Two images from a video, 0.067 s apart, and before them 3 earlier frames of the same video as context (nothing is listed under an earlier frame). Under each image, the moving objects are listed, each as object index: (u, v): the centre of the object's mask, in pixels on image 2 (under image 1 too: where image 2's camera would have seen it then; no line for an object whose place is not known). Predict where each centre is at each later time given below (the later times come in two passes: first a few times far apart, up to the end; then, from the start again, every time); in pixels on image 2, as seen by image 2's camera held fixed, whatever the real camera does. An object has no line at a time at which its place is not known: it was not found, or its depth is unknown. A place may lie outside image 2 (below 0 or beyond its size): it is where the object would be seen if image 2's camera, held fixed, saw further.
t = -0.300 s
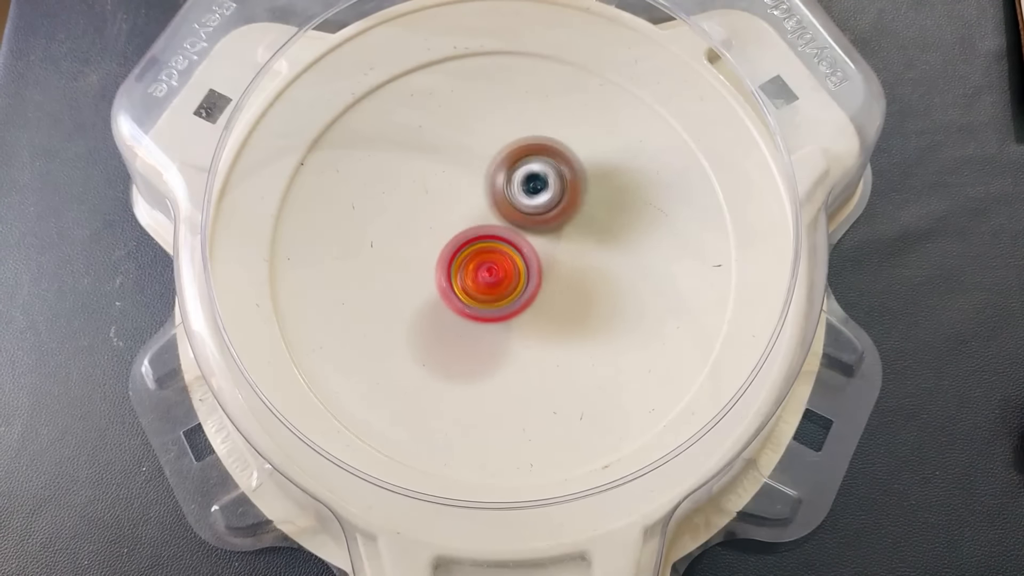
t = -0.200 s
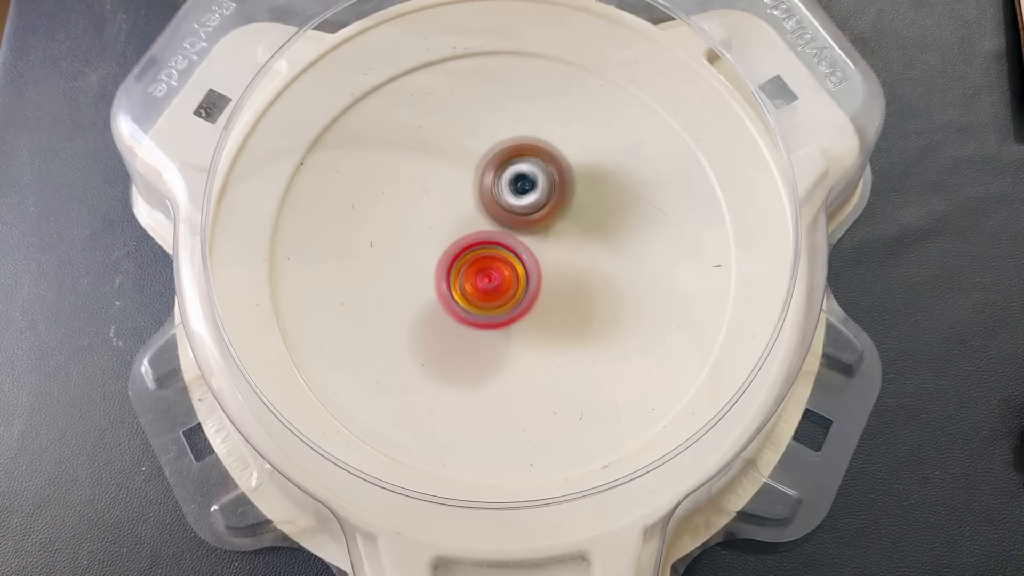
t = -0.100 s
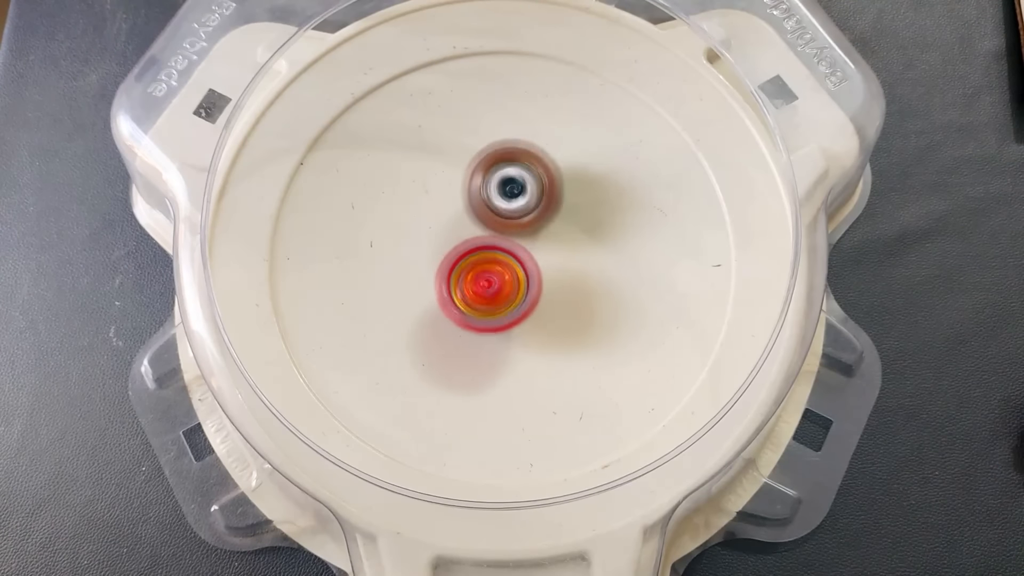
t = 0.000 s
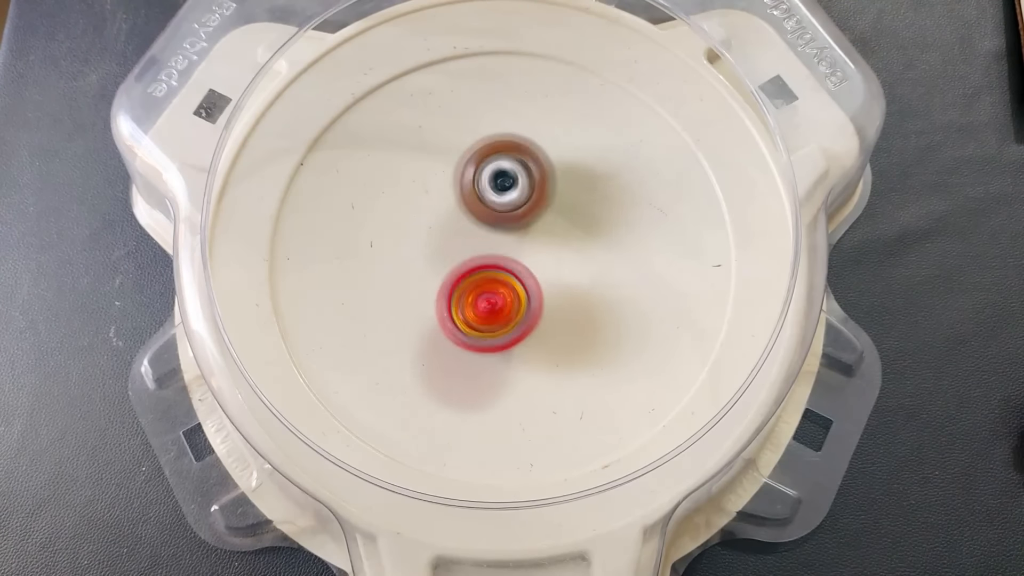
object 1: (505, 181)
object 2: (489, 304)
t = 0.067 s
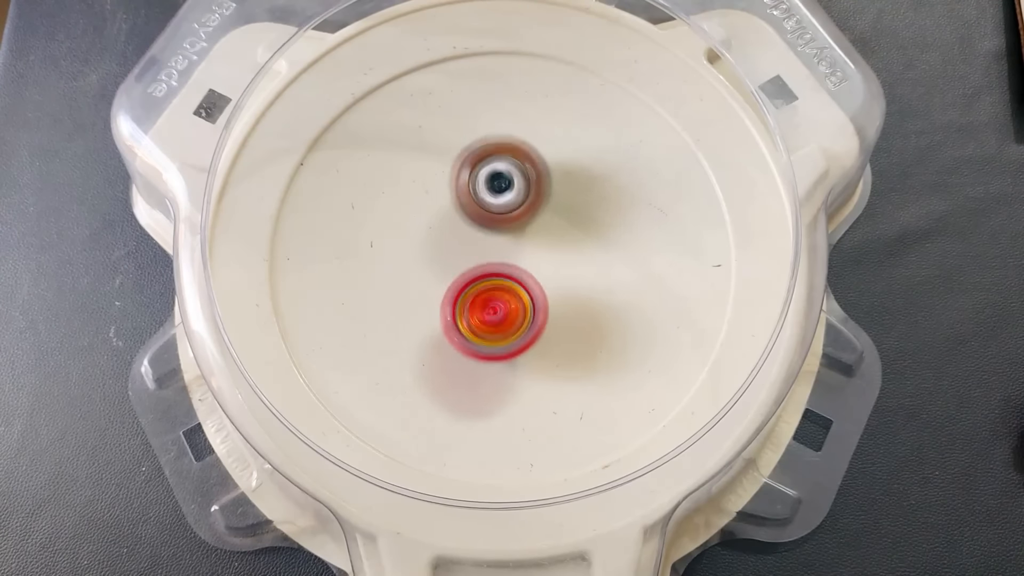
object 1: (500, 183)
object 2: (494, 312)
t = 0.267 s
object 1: (479, 199)
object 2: (520, 294)
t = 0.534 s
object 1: (457, 225)
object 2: (533, 295)
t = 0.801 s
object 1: (448, 240)
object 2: (557, 276)
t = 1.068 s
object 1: (442, 255)
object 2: (583, 248)
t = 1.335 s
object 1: (453, 267)
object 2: (564, 227)
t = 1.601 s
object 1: (434, 293)
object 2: (604, 201)
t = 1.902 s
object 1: (435, 297)
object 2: (575, 185)
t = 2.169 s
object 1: (459, 294)
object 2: (531, 205)
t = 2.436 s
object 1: (469, 286)
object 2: (547, 206)
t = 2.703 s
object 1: (456, 289)
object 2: (563, 192)
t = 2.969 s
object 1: (456, 284)
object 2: (542, 197)
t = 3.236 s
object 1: (456, 278)
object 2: (539, 208)
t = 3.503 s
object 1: (455, 275)
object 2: (545, 216)
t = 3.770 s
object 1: (457, 274)
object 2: (550, 217)
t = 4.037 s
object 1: (452, 277)
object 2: (554, 208)
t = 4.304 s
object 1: (457, 275)
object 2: (554, 210)
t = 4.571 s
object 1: (460, 273)
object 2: (554, 211)
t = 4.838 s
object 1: (461, 271)
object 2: (550, 213)
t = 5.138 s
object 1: (463, 273)
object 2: (552, 215)
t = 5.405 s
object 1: (460, 271)
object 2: (553, 215)
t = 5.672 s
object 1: (458, 271)
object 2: (554, 219)
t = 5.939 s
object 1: (459, 272)
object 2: (552, 223)
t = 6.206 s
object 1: (437, 286)
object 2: (588, 202)
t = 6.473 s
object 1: (439, 286)
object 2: (568, 202)
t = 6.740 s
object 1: (447, 272)
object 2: (545, 224)
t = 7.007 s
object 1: (438, 268)
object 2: (555, 231)
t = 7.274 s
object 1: (439, 263)
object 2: (539, 223)
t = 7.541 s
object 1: (443, 264)
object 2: (544, 228)
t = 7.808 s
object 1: (432, 266)
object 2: (562, 220)
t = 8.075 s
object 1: (427, 268)
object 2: (567, 227)
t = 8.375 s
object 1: (440, 260)
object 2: (549, 228)
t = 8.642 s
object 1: (426, 253)
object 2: (561, 216)
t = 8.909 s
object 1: (432, 247)
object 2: (541, 217)
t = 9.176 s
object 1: (426, 239)
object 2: (535, 228)
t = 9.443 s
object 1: (429, 236)
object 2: (537, 235)
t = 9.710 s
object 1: (430, 235)
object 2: (546, 245)
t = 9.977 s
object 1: (435, 232)
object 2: (543, 253)
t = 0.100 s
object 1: (498, 185)
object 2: (497, 311)
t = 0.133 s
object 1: (494, 187)
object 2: (502, 309)
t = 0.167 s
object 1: (489, 190)
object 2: (508, 306)
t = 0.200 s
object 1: (485, 193)
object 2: (512, 303)
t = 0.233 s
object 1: (482, 196)
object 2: (516, 299)
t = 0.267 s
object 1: (479, 199)
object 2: (520, 294)
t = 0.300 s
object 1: (474, 203)
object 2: (525, 291)
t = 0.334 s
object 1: (471, 207)
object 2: (529, 290)
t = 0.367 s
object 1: (469, 210)
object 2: (531, 290)
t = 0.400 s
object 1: (466, 213)
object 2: (533, 291)
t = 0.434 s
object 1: (463, 216)
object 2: (533, 291)
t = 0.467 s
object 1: (461, 221)
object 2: (532, 292)
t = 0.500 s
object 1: (458, 223)
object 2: (533, 294)
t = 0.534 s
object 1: (457, 225)
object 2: (533, 295)
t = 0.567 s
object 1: (455, 227)
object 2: (531, 295)
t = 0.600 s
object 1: (453, 229)
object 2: (530, 294)
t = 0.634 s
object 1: (450, 230)
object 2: (535, 293)
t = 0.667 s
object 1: (451, 231)
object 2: (540, 290)
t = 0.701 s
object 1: (452, 234)
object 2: (543, 285)
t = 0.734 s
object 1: (447, 235)
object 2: (549, 283)
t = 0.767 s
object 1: (447, 237)
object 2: (554, 281)
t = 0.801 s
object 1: (448, 240)
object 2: (557, 276)
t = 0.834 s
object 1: (449, 242)
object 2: (559, 270)
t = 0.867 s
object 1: (450, 246)
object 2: (560, 265)
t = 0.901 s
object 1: (450, 249)
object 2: (559, 260)
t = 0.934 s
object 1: (451, 253)
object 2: (558, 256)
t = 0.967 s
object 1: (443, 255)
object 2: (567, 255)
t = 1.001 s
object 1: (441, 255)
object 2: (576, 253)
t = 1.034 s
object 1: (442, 255)
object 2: (581, 251)
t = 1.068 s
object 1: (442, 255)
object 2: (583, 248)
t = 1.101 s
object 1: (443, 257)
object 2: (583, 245)
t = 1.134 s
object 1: (444, 258)
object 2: (582, 243)
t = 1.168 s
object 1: (446, 259)
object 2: (579, 240)
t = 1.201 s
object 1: (448, 259)
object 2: (575, 238)
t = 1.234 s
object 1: (451, 260)
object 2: (570, 236)
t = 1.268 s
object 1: (453, 261)
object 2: (565, 234)
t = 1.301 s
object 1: (456, 262)
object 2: (559, 232)
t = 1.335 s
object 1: (453, 267)
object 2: (564, 227)
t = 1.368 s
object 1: (455, 267)
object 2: (568, 223)
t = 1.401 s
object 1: (455, 268)
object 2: (570, 221)
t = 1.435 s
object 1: (457, 269)
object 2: (570, 221)
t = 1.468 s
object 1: (460, 270)
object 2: (568, 222)
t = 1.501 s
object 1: (463, 270)
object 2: (564, 224)
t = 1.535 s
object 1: (466, 272)
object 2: (563, 226)
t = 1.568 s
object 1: (447, 286)
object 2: (586, 213)
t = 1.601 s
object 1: (434, 293)
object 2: (604, 201)
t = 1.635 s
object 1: (426, 297)
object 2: (616, 192)
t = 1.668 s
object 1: (424, 297)
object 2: (622, 187)
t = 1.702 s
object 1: (423, 297)
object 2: (622, 185)
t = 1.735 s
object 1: (424, 297)
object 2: (616, 184)
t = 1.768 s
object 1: (426, 298)
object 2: (608, 182)
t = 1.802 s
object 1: (428, 298)
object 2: (600, 182)
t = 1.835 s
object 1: (430, 298)
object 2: (591, 182)
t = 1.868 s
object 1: (433, 297)
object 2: (583, 184)
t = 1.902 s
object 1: (435, 297)
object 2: (575, 185)
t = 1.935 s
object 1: (438, 297)
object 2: (568, 188)
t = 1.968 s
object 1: (441, 296)
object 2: (561, 191)
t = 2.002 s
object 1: (445, 295)
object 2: (554, 194)
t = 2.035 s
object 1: (449, 294)
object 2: (548, 197)
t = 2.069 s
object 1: (453, 293)
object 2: (541, 201)
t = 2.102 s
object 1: (457, 291)
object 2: (535, 205)
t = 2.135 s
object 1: (460, 290)
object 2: (529, 209)
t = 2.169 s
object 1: (459, 294)
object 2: (531, 205)
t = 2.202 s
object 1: (460, 294)
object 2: (534, 202)
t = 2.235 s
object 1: (461, 293)
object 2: (536, 201)
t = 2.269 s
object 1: (464, 291)
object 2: (538, 202)
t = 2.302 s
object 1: (466, 289)
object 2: (538, 204)
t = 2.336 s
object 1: (469, 287)
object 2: (538, 207)
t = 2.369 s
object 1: (468, 289)
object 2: (542, 206)
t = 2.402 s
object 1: (469, 288)
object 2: (545, 205)
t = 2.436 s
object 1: (469, 286)
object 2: (547, 206)
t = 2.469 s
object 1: (471, 284)
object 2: (546, 209)
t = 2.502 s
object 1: (469, 285)
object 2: (548, 209)
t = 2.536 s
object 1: (461, 292)
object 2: (558, 200)
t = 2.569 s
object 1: (456, 295)
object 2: (564, 194)
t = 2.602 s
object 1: (455, 294)
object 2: (568, 191)
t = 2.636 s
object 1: (454, 292)
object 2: (568, 190)
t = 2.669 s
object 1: (455, 290)
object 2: (566, 191)
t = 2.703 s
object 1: (456, 289)
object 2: (563, 192)
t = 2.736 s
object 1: (457, 288)
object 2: (559, 194)
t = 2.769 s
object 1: (458, 286)
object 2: (554, 196)
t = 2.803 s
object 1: (459, 284)
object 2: (549, 197)
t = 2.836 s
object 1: (460, 282)
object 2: (544, 199)
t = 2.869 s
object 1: (461, 280)
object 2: (540, 201)
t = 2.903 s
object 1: (463, 278)
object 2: (536, 203)
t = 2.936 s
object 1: (459, 282)
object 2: (538, 200)
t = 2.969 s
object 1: (456, 284)
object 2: (542, 197)
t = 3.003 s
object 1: (456, 282)
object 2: (544, 197)
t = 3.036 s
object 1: (455, 281)
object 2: (544, 197)
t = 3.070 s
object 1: (456, 280)
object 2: (543, 199)
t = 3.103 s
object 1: (456, 279)
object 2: (541, 201)
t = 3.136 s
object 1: (457, 278)
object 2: (539, 204)
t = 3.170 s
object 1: (458, 277)
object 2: (536, 207)
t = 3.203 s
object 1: (457, 277)
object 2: (536, 208)
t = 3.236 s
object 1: (456, 278)
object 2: (539, 208)
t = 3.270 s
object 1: (456, 276)
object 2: (540, 209)
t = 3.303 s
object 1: (456, 275)
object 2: (540, 210)
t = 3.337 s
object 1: (456, 276)
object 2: (541, 211)
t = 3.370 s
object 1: (456, 275)
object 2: (543, 211)
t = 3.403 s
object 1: (456, 275)
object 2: (543, 213)
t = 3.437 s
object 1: (456, 276)
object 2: (543, 214)
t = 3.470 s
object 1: (456, 275)
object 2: (544, 215)
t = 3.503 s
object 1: (455, 275)
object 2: (545, 216)
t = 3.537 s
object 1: (456, 275)
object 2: (547, 216)
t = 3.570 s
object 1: (457, 275)
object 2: (547, 218)
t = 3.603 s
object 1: (456, 275)
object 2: (548, 220)
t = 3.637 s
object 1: (457, 275)
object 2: (548, 221)
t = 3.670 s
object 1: (454, 276)
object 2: (551, 220)
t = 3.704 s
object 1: (454, 275)
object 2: (552, 219)
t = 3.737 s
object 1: (455, 274)
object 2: (552, 218)
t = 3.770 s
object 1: (457, 274)
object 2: (550, 217)
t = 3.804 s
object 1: (458, 273)
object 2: (548, 217)
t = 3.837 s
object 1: (453, 278)
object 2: (554, 211)
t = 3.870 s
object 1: (450, 279)
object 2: (557, 209)
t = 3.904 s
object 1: (450, 278)
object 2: (559, 208)
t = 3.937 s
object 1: (450, 278)
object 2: (559, 208)
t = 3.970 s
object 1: (450, 278)
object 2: (558, 208)
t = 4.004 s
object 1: (451, 277)
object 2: (556, 208)
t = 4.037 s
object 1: (452, 277)
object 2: (554, 208)
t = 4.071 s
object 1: (453, 276)
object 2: (550, 208)
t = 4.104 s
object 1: (456, 275)
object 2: (546, 209)
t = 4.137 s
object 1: (456, 275)
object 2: (543, 211)
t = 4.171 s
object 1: (457, 276)
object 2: (543, 211)
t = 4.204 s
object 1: (459, 275)
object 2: (544, 212)
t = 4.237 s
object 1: (456, 277)
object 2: (550, 211)
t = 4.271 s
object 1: (457, 276)
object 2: (553, 210)
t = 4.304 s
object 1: (457, 275)
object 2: (554, 210)
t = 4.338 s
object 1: (457, 275)
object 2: (553, 211)
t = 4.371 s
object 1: (459, 274)
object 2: (550, 212)
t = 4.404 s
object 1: (460, 273)
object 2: (548, 214)
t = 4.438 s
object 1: (458, 275)
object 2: (550, 214)
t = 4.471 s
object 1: (460, 273)
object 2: (551, 215)
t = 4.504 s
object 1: (458, 273)
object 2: (553, 214)
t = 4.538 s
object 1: (458, 275)
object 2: (555, 212)
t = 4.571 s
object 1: (460, 273)
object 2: (554, 211)
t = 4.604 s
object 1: (459, 271)
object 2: (552, 213)
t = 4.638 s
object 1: (459, 271)
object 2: (550, 215)
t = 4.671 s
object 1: (461, 272)
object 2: (550, 215)
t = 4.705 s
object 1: (460, 272)
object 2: (553, 213)
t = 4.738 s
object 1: (460, 272)
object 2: (554, 211)
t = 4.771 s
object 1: (461, 272)
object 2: (552, 210)
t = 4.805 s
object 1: (460, 271)
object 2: (551, 211)
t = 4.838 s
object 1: (461, 271)
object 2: (550, 213)
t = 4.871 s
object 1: (461, 271)
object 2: (551, 214)
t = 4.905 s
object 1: (462, 271)
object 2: (551, 213)
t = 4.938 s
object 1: (462, 272)
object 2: (552, 213)
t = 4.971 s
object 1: (461, 271)
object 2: (552, 215)
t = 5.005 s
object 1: (462, 272)
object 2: (552, 216)
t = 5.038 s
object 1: (462, 272)
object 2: (554, 216)
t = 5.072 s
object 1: (462, 271)
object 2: (555, 216)
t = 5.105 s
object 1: (462, 272)
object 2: (554, 215)
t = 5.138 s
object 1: (463, 273)
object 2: (552, 215)
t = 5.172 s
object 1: (462, 272)
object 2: (552, 216)
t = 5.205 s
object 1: (460, 273)
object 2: (554, 215)
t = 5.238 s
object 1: (462, 273)
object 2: (554, 214)
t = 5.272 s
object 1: (462, 272)
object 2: (554, 214)
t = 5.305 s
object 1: (460, 272)
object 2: (554, 215)
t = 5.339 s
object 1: (461, 272)
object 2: (554, 216)
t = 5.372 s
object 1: (461, 271)
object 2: (555, 216)
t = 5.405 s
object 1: (460, 271)
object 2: (553, 215)
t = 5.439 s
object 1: (461, 272)
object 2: (552, 217)
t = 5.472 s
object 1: (460, 273)
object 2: (554, 217)
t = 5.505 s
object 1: (461, 271)
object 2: (555, 216)
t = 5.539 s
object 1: (460, 271)
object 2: (553, 216)
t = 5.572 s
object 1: (459, 271)
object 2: (551, 218)
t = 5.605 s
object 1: (460, 273)
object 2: (552, 219)
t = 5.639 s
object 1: (459, 272)
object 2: (554, 218)
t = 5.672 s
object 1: (458, 271)
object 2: (554, 219)
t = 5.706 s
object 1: (458, 272)
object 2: (554, 221)
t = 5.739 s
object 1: (460, 273)
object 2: (554, 222)
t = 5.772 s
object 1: (457, 274)
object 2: (558, 221)
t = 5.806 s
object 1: (456, 274)
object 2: (558, 222)
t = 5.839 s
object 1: (456, 273)
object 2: (558, 223)
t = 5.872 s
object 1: (455, 273)
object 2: (557, 222)
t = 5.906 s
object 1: (457, 273)
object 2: (554, 222)
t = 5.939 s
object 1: (459, 272)
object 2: (552, 223)
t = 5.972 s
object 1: (457, 272)
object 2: (552, 223)
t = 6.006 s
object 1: (457, 272)
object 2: (554, 221)
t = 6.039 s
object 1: (460, 272)
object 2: (555, 221)
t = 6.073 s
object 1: (459, 271)
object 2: (555, 222)
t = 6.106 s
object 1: (460, 271)
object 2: (556, 222)
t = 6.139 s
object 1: (453, 277)
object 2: (566, 216)
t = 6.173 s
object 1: (442, 284)
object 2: (579, 205)
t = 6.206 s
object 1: (437, 286)
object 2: (588, 202)
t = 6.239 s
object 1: (436, 286)
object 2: (594, 198)
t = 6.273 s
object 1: (435, 286)
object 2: (594, 196)
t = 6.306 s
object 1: (436, 286)
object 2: (592, 198)
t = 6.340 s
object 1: (436, 286)
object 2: (591, 199)
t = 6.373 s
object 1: (435, 286)
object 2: (585, 198)
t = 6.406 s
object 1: (436, 286)
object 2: (578, 200)
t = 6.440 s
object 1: (438, 286)
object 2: (575, 202)
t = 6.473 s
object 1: (439, 286)
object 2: (568, 202)
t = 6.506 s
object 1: (441, 285)
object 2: (560, 206)
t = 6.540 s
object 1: (443, 284)
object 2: (557, 209)
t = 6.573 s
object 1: (446, 282)
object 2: (550, 211)
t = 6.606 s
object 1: (449, 280)
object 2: (542, 216)
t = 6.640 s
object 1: (451, 278)
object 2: (538, 219)
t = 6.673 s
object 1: (447, 276)
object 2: (544, 220)
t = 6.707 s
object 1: (446, 273)
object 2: (546, 222)
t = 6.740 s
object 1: (447, 272)
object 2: (545, 224)
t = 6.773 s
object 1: (448, 270)
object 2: (545, 228)
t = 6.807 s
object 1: (446, 271)
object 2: (550, 228)
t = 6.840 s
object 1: (447, 268)
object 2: (548, 230)
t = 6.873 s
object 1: (446, 268)
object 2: (550, 233)
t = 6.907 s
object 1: (445, 268)
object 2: (550, 232)
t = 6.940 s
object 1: (444, 267)
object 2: (549, 233)
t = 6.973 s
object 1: (440, 268)
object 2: (555, 233)
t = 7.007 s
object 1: (438, 268)
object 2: (555, 231)
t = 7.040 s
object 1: (437, 265)
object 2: (555, 233)
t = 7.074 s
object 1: (437, 265)
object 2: (554, 231)
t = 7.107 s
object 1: (436, 266)
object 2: (549, 230)
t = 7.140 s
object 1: (438, 265)
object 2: (548, 229)
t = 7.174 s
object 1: (439, 265)
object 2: (545, 225)
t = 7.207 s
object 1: (438, 264)
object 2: (541, 225)
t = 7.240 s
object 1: (438, 262)
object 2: (542, 224)
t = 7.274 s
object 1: (439, 263)
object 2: (539, 223)
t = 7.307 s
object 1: (439, 263)
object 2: (540, 225)
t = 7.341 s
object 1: (439, 264)
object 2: (543, 223)
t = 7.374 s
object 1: (439, 266)
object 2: (543, 225)
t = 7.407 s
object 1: (442, 264)
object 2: (545, 225)
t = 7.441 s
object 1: (442, 261)
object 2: (543, 226)
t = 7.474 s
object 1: (439, 262)
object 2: (544, 228)
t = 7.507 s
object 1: (442, 263)
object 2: (543, 227)
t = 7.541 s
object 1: (443, 264)
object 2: (544, 228)
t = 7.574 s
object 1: (441, 263)
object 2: (547, 227)
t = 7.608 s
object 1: (444, 263)
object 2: (547, 226)
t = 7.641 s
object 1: (444, 262)
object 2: (547, 227)
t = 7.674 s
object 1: (443, 260)
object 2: (546, 225)
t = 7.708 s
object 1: (443, 262)
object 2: (545, 226)
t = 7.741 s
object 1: (443, 262)
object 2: (545, 224)
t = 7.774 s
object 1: (445, 262)
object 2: (545, 224)
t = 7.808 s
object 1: (432, 266)
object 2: (562, 220)
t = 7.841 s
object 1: (426, 268)
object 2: (574, 214)
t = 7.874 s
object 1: (428, 269)
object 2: (581, 217)
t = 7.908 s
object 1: (427, 268)
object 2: (583, 216)
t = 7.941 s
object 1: (426, 268)
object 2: (584, 221)
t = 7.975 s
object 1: (426, 269)
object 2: (582, 220)
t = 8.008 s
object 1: (427, 268)
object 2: (577, 225)
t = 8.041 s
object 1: (427, 268)
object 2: (575, 224)
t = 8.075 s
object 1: (427, 268)
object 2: (567, 227)
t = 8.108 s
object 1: (431, 268)
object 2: (564, 227)
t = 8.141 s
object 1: (432, 268)
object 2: (556, 230)
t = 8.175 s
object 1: (436, 266)
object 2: (553, 230)
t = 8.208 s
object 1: (439, 265)
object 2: (545, 232)
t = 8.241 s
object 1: (440, 264)
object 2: (543, 231)
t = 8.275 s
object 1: (438, 265)
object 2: (547, 228)
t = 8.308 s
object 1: (438, 264)
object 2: (551, 228)
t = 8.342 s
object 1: (441, 262)
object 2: (549, 226)
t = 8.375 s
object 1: (440, 260)
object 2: (549, 228)
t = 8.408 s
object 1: (440, 258)
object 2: (545, 227)
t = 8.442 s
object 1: (440, 257)
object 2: (543, 228)
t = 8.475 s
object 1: (435, 259)
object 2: (550, 225)
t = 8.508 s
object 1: (429, 259)
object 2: (555, 223)
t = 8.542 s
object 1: (428, 259)
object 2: (559, 219)
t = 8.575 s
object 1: (428, 257)
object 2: (561, 218)
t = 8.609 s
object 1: (428, 254)
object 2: (561, 216)
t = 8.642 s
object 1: (426, 253)
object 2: (561, 216)
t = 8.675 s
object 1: (426, 253)
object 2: (560, 214)
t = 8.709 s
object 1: (426, 253)
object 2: (558, 215)
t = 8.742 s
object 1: (428, 252)
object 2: (556, 213)
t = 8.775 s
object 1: (428, 252)
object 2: (553, 215)
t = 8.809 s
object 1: (429, 250)
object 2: (550, 213)
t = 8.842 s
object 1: (428, 249)
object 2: (547, 216)
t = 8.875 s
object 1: (431, 248)
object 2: (544, 215)
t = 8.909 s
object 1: (432, 247)
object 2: (541, 217)
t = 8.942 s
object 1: (434, 245)
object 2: (537, 217)
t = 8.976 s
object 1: (428, 244)
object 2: (542, 218)
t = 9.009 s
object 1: (425, 243)
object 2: (543, 219)
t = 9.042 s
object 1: (427, 242)
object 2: (543, 222)
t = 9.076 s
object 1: (428, 239)
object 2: (537, 224)
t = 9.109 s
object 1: (430, 238)
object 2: (536, 224)
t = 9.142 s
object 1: (426, 237)
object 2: (536, 226)
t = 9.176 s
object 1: (426, 239)
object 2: (535, 228)
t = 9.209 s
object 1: (427, 238)
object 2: (534, 230)
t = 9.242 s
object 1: (425, 238)
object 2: (538, 232)
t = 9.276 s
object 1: (426, 236)
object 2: (536, 234)
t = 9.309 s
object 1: (428, 236)
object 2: (536, 233)
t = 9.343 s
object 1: (428, 235)
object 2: (536, 235)
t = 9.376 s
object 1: (427, 234)
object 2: (536, 234)
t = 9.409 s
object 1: (429, 235)
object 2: (537, 235)
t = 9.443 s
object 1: (429, 236)
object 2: (537, 235)
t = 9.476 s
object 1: (430, 235)
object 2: (539, 237)
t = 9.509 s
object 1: (429, 235)
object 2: (537, 237)
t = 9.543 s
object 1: (431, 235)
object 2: (539, 238)
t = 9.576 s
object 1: (430, 235)
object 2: (538, 239)
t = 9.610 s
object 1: (430, 235)
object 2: (541, 241)
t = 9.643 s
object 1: (431, 237)
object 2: (539, 242)
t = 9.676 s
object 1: (433, 236)
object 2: (543, 242)
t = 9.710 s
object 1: (430, 235)
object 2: (546, 245)
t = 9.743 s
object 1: (430, 236)
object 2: (548, 245)
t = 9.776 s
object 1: (433, 236)
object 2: (548, 248)
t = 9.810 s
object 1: (435, 234)
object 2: (546, 247)
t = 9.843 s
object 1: (436, 231)
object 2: (546, 247)
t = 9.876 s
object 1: (435, 231)
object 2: (544, 248)
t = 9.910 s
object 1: (436, 231)
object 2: (544, 248)
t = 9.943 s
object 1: (435, 231)
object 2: (542, 250)
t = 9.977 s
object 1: (435, 232)
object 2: (543, 253)
